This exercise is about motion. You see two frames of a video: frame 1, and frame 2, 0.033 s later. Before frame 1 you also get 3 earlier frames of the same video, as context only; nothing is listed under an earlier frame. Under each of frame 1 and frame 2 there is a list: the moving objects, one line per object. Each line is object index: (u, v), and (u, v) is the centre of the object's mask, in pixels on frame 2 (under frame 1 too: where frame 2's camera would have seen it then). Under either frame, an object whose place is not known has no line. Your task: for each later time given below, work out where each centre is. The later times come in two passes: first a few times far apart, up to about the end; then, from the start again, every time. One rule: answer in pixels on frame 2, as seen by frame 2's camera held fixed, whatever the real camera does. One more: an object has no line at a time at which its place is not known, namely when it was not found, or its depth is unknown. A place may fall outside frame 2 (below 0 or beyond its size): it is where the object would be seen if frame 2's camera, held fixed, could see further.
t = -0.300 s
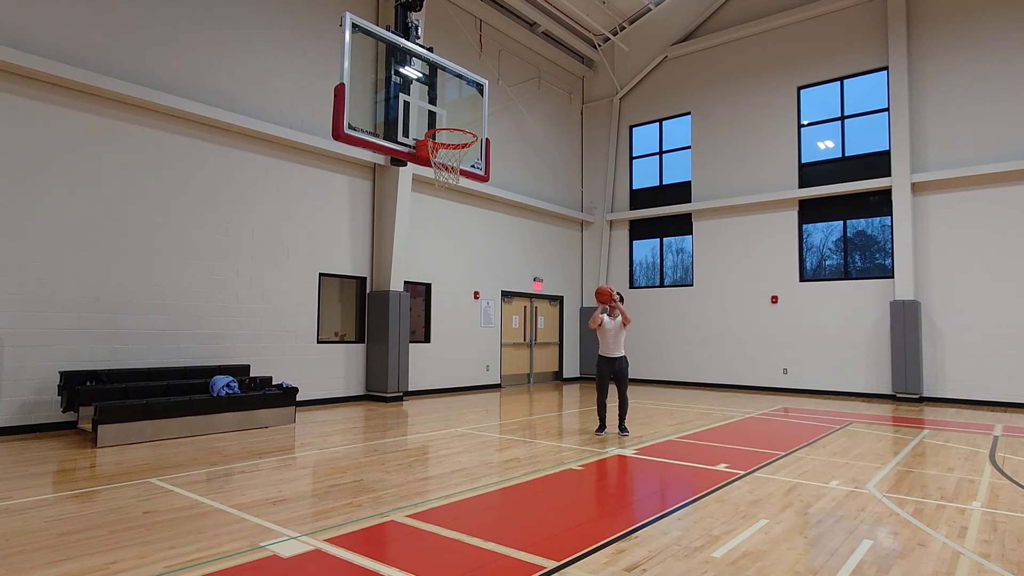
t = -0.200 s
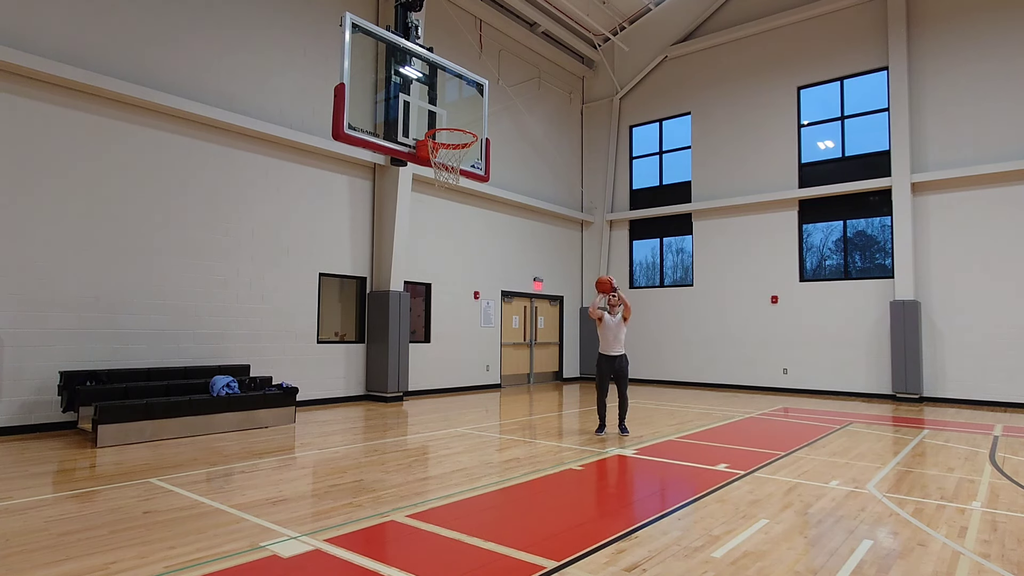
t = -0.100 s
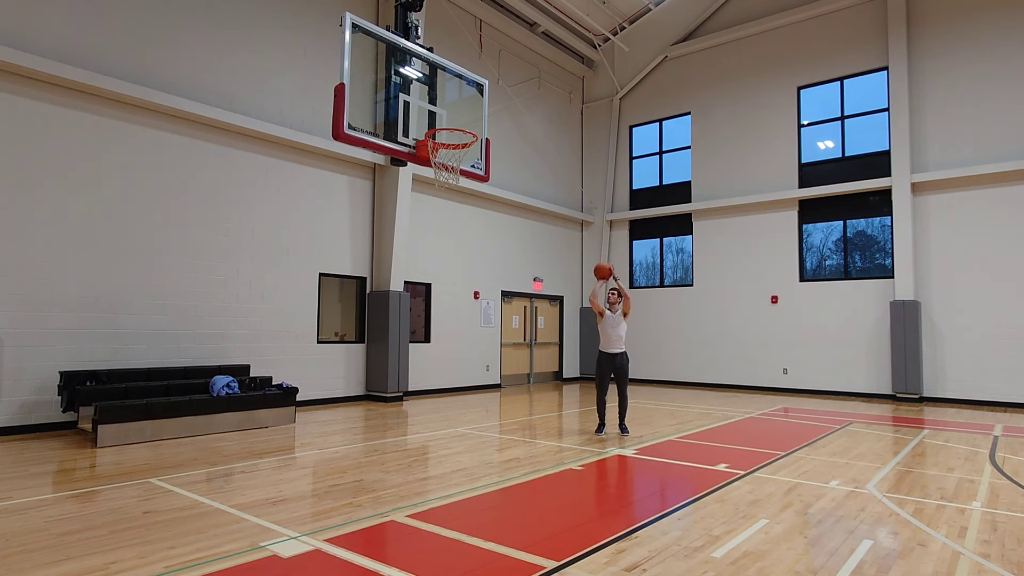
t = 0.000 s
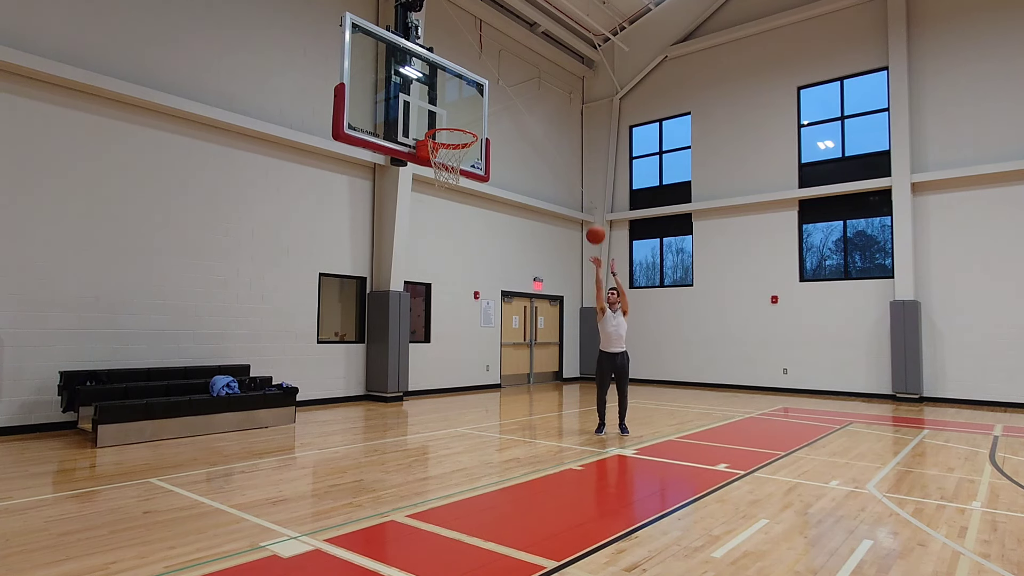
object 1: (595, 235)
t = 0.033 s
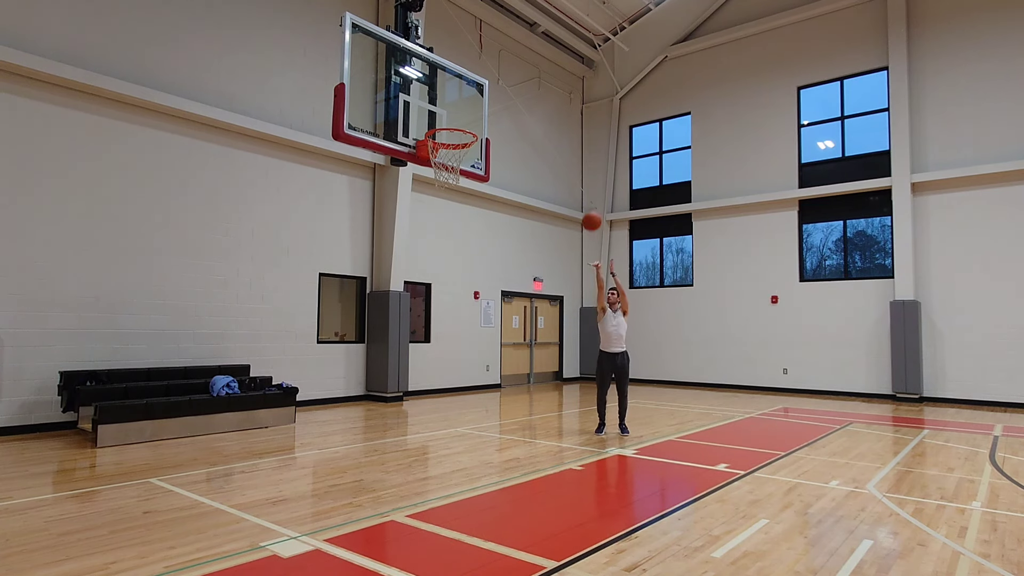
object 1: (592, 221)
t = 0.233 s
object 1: (567, 153)
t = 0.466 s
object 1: (535, 108)
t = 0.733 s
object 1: (492, 110)
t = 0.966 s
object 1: (458, 114)
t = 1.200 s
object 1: (431, 107)
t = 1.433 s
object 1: (405, 119)
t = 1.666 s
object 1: (377, 195)
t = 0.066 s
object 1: (587, 208)
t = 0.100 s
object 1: (584, 196)
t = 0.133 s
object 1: (580, 184)
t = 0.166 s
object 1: (576, 173)
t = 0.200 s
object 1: (572, 163)
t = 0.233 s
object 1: (567, 153)
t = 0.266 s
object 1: (563, 144)
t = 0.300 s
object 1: (559, 136)
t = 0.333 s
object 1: (554, 129)
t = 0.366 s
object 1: (550, 122)
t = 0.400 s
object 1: (545, 117)
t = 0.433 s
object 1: (540, 112)
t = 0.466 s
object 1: (535, 108)
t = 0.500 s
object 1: (530, 104)
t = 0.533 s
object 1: (525, 102)
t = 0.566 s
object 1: (520, 101)
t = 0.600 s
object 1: (515, 100)
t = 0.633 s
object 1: (509, 101)
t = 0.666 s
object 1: (504, 103)
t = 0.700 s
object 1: (498, 106)
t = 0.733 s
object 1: (492, 110)
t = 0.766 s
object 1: (486, 115)
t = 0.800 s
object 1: (479, 121)
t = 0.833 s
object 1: (474, 126)
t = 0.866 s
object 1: (470, 122)
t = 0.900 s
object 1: (466, 118)
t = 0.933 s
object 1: (462, 116)
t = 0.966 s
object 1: (458, 114)
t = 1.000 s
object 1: (454, 113)
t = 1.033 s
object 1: (449, 113)
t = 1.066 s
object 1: (446, 115)
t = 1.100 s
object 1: (441, 117)
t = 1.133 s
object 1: (438, 114)
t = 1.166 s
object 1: (434, 110)
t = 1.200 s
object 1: (431, 107)
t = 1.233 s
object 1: (428, 105)
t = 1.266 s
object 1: (424, 104)
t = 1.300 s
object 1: (420, 105)
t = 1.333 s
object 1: (417, 106)
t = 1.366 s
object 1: (413, 109)
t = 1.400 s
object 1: (409, 113)
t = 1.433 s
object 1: (405, 119)
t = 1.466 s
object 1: (401, 125)
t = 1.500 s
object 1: (398, 133)
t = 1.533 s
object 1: (394, 143)
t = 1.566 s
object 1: (390, 154)
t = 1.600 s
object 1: (386, 166)
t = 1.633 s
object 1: (381, 180)
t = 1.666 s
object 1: (377, 195)
